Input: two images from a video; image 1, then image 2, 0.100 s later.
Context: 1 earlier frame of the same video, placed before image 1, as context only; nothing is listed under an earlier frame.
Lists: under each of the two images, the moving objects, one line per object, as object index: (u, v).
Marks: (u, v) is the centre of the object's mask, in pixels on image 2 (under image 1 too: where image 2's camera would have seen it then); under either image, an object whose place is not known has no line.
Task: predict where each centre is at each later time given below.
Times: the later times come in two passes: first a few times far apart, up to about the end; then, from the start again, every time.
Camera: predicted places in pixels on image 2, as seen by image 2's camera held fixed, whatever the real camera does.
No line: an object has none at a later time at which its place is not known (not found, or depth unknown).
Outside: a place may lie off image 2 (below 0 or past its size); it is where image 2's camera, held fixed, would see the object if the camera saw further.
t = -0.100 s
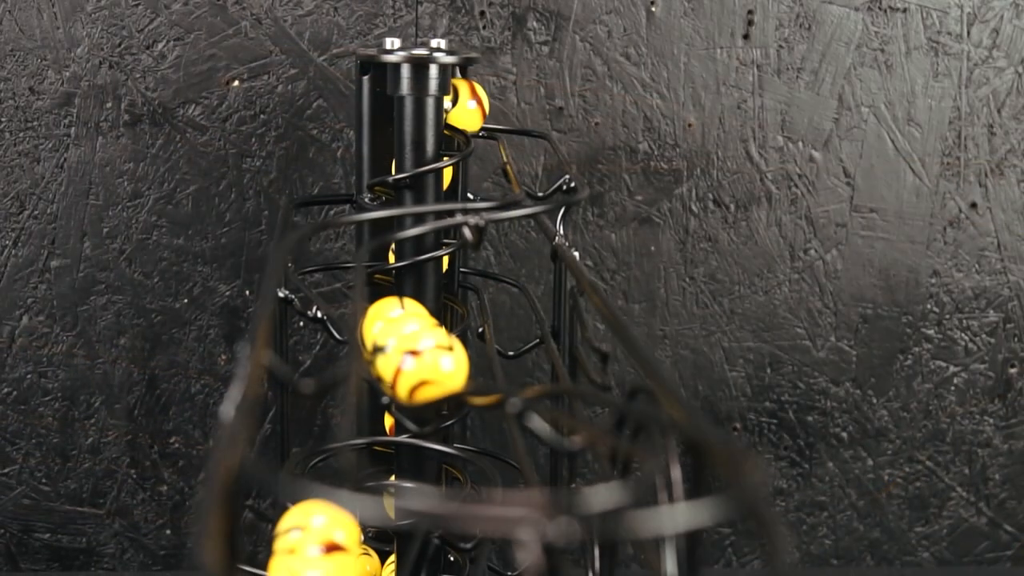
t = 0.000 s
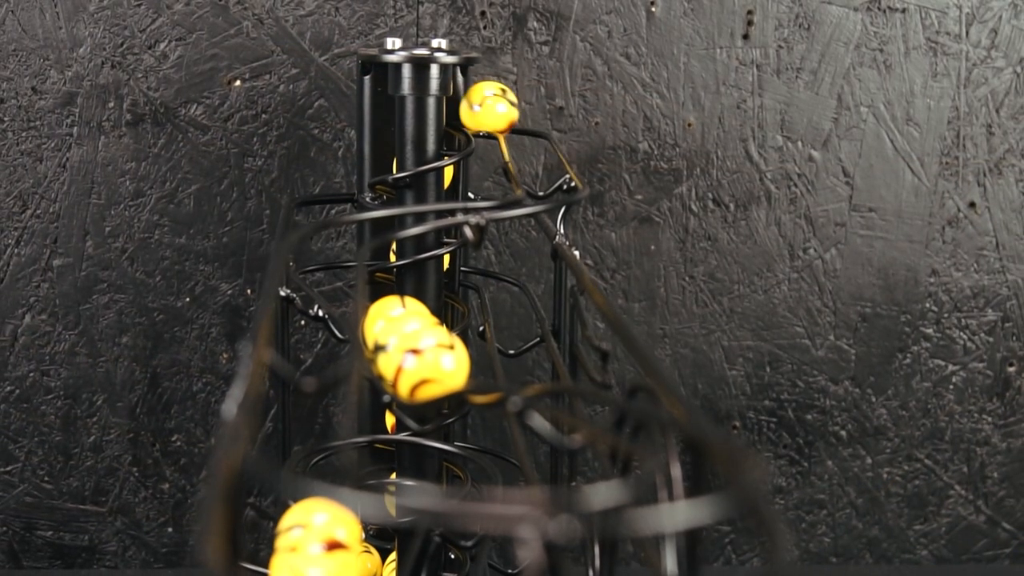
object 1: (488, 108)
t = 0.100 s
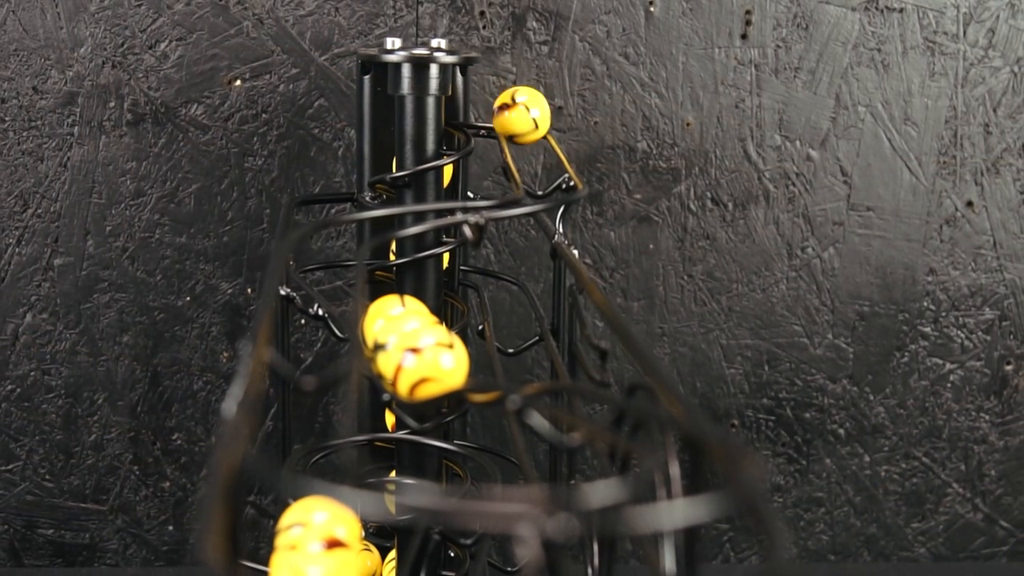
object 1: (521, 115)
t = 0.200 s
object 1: (528, 118)
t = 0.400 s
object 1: (534, 131)
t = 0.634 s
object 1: (541, 149)
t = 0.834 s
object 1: (549, 165)
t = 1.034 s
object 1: (438, 183)
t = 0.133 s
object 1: (525, 116)
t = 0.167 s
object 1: (528, 117)
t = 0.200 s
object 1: (528, 118)
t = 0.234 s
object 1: (529, 121)
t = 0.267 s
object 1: (530, 123)
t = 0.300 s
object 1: (531, 125)
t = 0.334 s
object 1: (532, 127)
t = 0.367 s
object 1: (532, 129)
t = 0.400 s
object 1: (534, 131)
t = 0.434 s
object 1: (535, 134)
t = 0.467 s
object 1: (536, 135)
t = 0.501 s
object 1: (537, 138)
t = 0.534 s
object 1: (538, 141)
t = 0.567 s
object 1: (538, 144)
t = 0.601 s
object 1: (540, 145)
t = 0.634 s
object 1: (541, 149)
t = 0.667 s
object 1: (543, 151)
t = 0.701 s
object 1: (545, 154)
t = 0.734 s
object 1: (547, 157)
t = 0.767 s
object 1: (548, 159)
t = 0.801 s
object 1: (549, 161)
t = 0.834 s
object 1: (549, 165)
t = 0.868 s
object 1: (545, 167)
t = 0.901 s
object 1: (536, 171)
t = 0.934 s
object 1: (516, 174)
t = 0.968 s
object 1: (496, 177)
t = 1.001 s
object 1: (473, 180)
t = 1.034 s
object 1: (438, 183)
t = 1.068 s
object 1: (411, 187)
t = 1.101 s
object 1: (383, 193)
